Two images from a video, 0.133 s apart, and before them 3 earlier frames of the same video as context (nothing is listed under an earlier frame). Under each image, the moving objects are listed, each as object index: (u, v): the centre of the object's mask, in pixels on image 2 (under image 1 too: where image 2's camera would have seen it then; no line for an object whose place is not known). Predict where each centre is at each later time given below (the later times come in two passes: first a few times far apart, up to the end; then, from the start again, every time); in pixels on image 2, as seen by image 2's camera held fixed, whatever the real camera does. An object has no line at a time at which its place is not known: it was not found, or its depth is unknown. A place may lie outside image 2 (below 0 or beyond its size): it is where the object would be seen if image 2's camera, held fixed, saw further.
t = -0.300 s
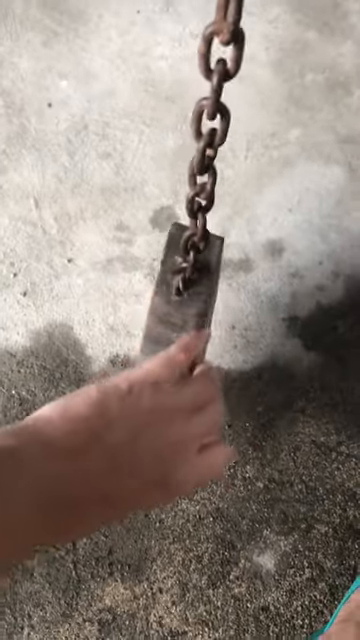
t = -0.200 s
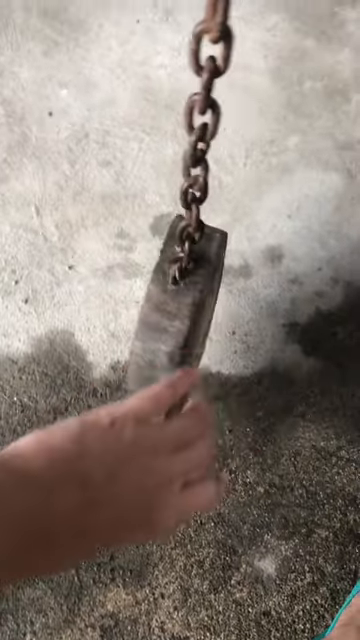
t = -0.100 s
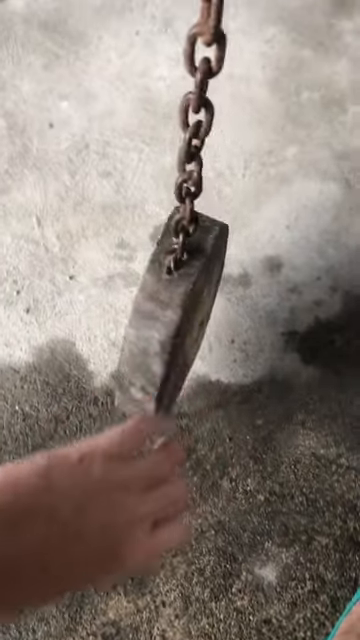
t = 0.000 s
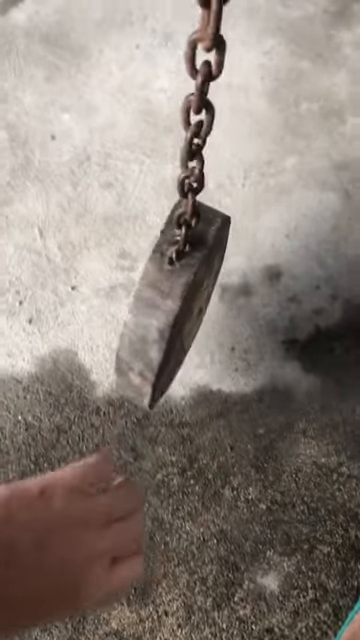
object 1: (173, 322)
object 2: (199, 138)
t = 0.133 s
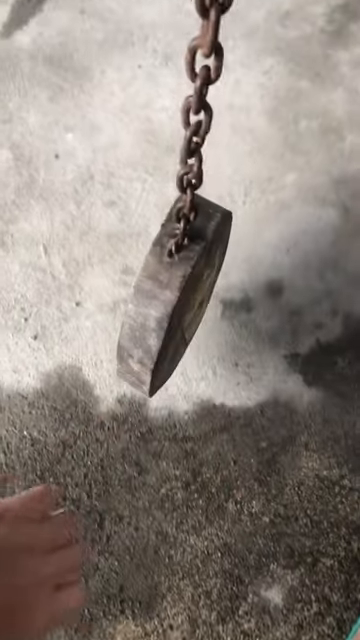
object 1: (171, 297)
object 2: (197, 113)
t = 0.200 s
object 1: (172, 289)
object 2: (195, 103)
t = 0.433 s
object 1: (172, 292)
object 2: (202, 85)
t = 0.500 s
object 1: (172, 301)
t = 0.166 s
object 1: (171, 292)
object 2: (195, 108)
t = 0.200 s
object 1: (172, 289)
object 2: (195, 103)
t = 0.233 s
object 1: (172, 287)
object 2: (196, 101)
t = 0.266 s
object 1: (172, 286)
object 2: (199, 96)
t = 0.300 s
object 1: (171, 285)
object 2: (202, 93)
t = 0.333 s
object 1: (171, 286)
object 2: (203, 91)
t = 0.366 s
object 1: (172, 288)
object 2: (203, 89)
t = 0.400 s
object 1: (172, 290)
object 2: (202, 88)
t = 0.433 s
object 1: (172, 292)
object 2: (202, 85)
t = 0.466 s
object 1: (172, 296)
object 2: (201, 84)
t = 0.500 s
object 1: (172, 301)
